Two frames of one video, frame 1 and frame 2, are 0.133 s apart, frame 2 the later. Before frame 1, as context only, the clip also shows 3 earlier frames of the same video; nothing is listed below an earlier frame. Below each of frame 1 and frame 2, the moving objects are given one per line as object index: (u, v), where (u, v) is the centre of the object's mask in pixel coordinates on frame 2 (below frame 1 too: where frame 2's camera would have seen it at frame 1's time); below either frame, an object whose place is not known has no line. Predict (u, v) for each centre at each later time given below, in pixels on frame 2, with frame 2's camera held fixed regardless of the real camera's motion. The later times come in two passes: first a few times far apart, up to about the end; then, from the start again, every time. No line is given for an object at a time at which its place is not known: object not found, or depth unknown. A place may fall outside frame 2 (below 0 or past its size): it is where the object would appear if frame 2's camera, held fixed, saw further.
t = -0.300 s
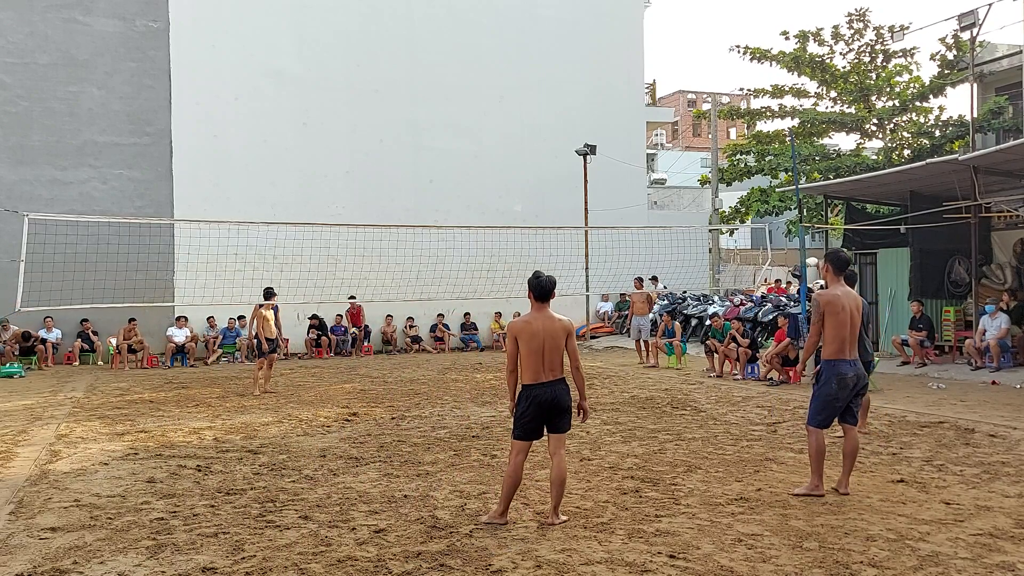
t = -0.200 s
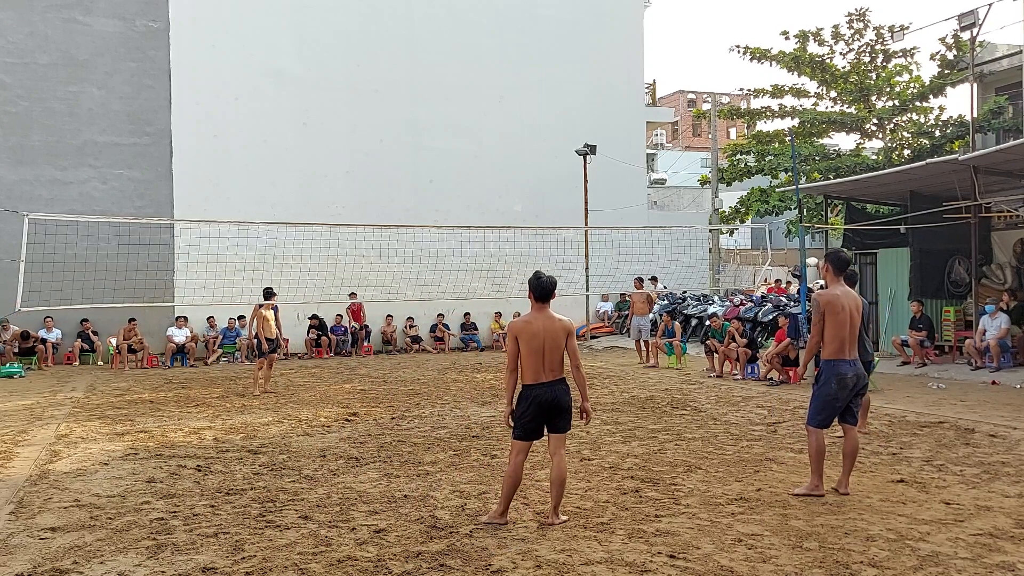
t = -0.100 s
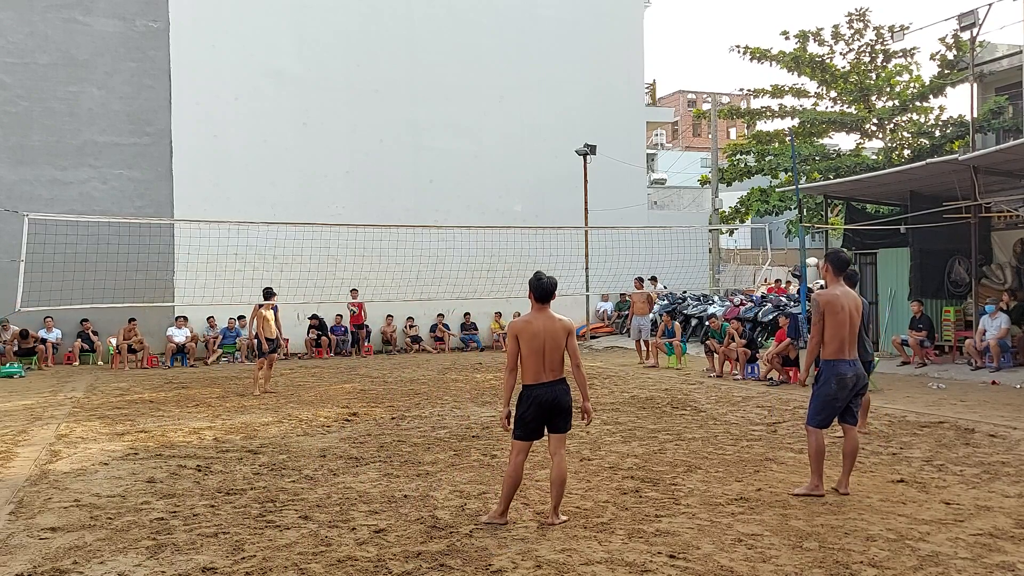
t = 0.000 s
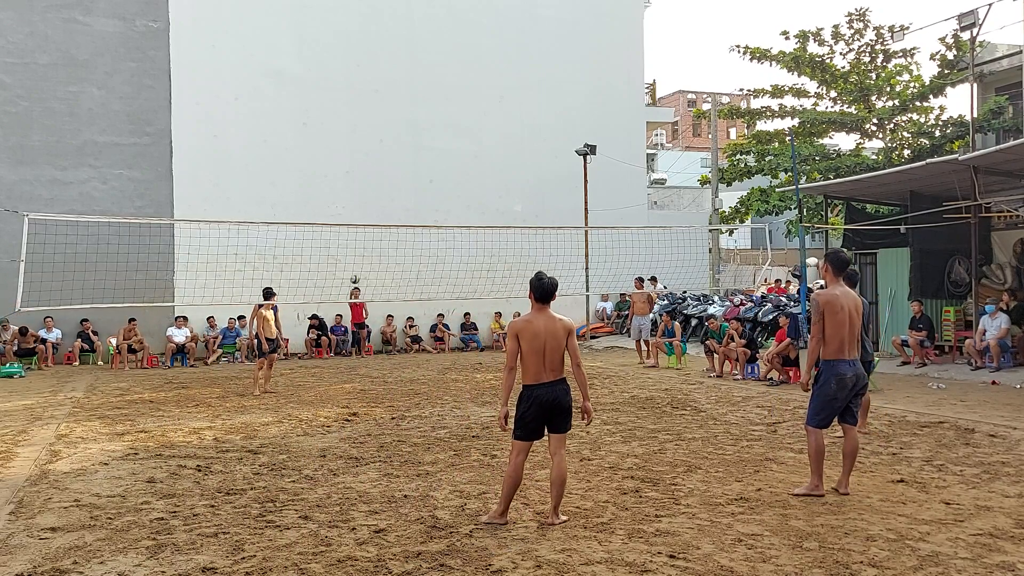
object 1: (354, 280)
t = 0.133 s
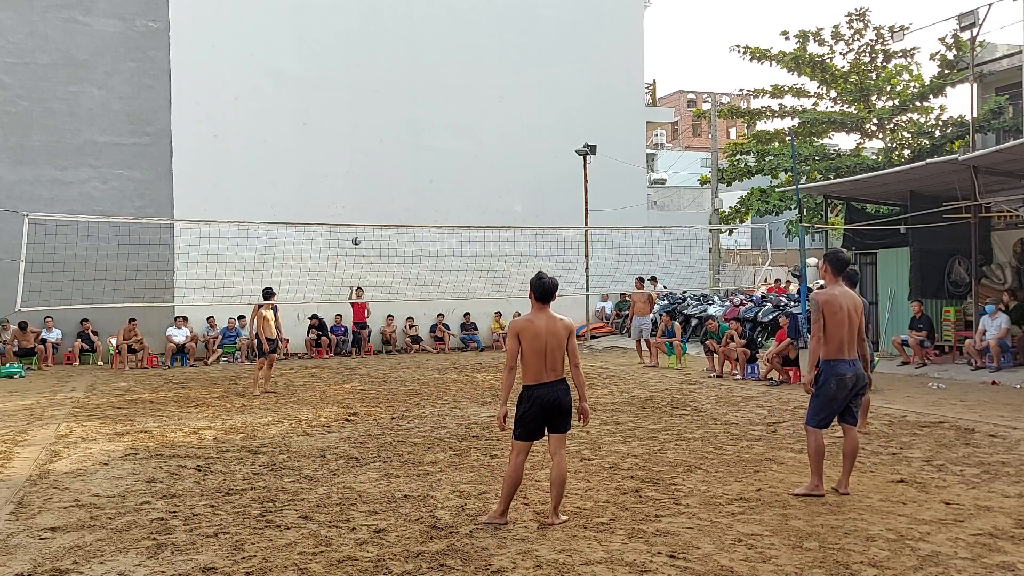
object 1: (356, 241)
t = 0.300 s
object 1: (357, 204)
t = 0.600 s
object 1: (361, 167)
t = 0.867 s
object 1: (364, 166)
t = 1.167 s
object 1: (368, 201)
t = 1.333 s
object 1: (370, 236)
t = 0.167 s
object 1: (356, 233)
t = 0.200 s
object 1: (357, 224)
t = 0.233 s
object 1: (357, 217)
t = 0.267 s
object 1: (357, 210)
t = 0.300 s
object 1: (357, 204)
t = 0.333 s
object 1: (358, 198)
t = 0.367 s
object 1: (358, 192)
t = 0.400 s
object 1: (359, 188)
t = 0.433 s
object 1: (359, 183)
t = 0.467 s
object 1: (359, 179)
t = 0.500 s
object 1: (360, 175)
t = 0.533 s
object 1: (360, 172)
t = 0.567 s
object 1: (360, 169)
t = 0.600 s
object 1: (361, 167)
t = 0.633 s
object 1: (361, 165)
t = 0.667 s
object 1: (361, 164)
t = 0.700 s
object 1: (362, 163)
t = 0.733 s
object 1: (362, 163)
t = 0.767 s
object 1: (363, 163)
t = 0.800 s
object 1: (363, 163)
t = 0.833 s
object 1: (364, 165)
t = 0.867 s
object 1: (364, 166)
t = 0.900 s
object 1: (364, 168)
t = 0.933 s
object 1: (365, 171)
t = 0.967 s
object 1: (365, 174)
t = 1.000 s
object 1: (366, 177)
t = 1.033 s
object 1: (366, 181)
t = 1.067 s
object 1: (367, 185)
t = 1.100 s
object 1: (367, 190)
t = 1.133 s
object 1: (367, 195)
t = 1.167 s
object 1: (368, 201)
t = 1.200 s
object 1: (368, 207)
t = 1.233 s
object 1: (369, 214)
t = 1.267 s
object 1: (370, 220)
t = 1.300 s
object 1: (370, 230)
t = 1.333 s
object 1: (370, 236)
